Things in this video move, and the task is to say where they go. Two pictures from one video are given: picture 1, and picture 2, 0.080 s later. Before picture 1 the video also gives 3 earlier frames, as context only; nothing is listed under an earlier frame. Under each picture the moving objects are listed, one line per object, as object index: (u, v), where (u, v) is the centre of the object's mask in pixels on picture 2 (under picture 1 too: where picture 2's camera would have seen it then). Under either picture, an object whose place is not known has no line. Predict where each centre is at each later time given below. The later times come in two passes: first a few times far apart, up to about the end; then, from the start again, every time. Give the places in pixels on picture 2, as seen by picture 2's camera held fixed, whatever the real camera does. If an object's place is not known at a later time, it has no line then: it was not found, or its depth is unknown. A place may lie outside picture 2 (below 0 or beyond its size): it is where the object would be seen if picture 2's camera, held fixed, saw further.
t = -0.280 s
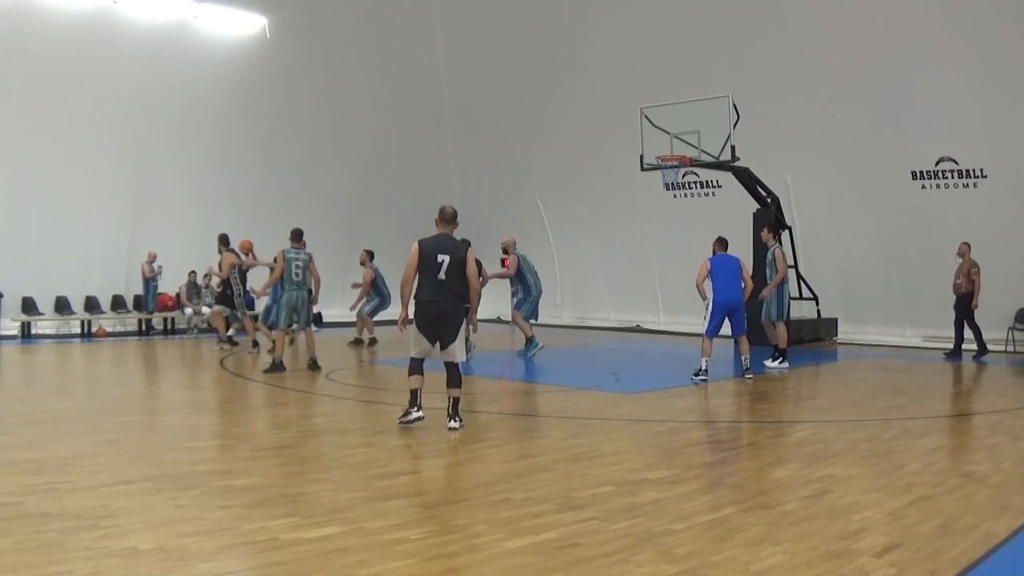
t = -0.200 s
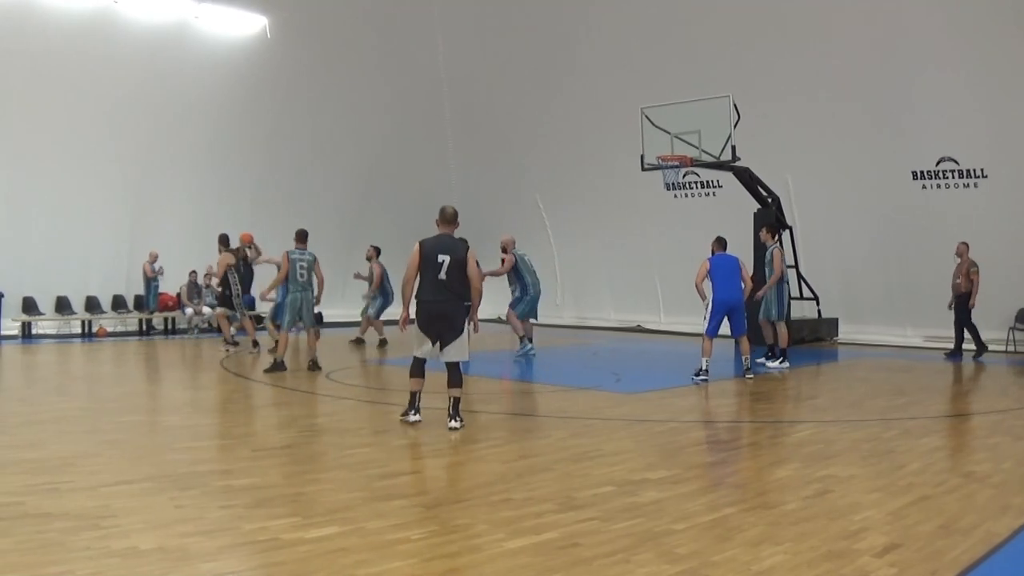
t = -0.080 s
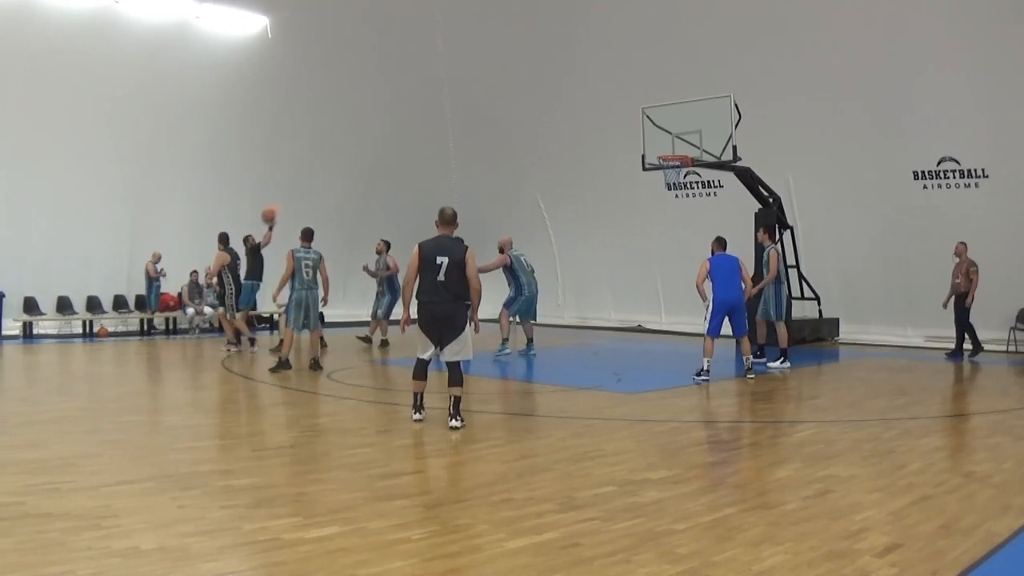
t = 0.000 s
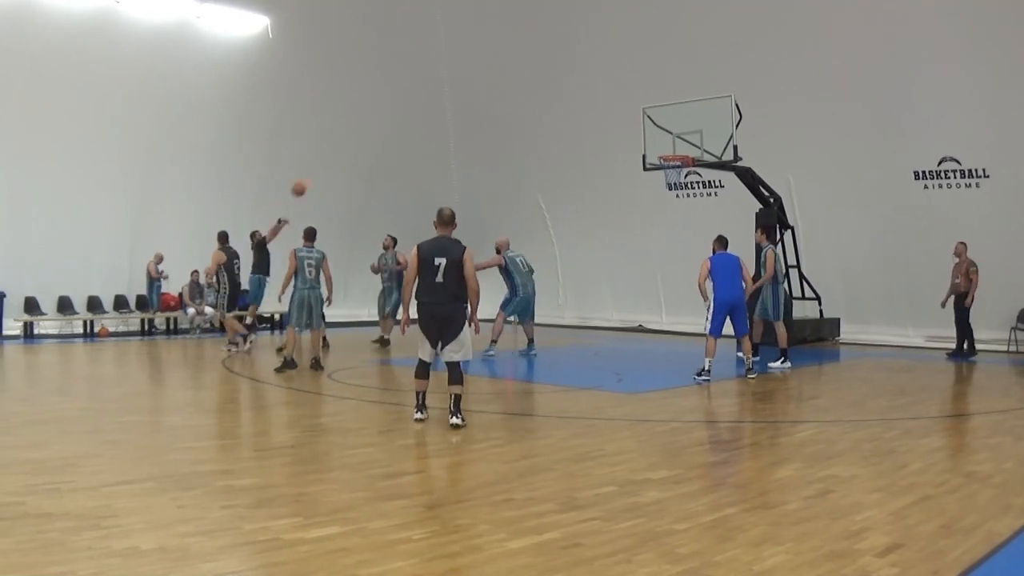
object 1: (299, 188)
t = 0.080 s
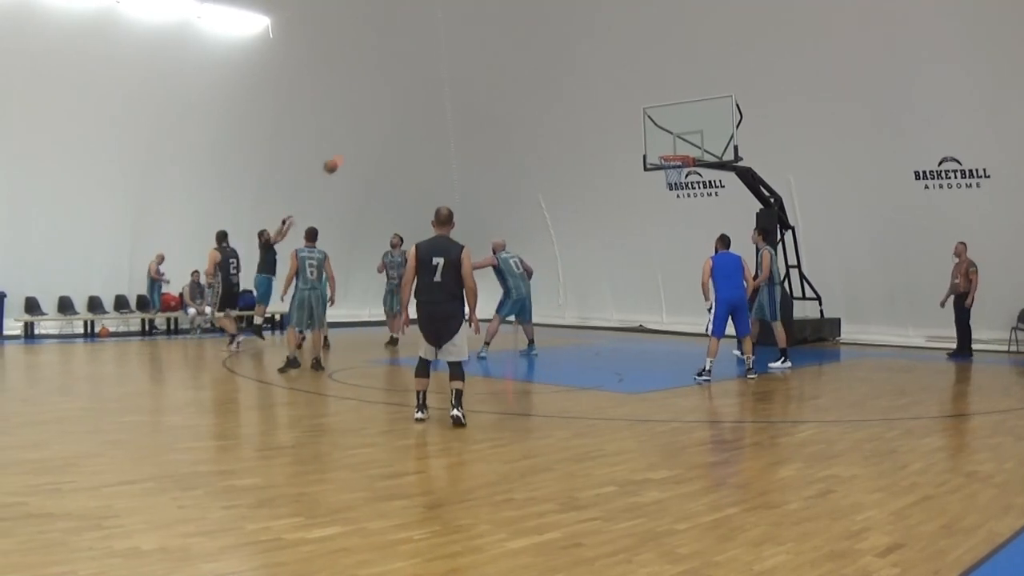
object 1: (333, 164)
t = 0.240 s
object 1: (394, 129)
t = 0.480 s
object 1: (486, 104)
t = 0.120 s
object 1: (347, 154)
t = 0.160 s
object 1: (362, 144)
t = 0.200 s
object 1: (377, 137)
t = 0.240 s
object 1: (394, 129)
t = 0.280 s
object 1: (410, 123)
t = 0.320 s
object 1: (425, 117)
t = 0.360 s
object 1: (440, 112)
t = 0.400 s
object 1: (457, 108)
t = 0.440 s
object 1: (473, 106)
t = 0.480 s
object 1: (486, 104)
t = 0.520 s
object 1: (498, 104)
